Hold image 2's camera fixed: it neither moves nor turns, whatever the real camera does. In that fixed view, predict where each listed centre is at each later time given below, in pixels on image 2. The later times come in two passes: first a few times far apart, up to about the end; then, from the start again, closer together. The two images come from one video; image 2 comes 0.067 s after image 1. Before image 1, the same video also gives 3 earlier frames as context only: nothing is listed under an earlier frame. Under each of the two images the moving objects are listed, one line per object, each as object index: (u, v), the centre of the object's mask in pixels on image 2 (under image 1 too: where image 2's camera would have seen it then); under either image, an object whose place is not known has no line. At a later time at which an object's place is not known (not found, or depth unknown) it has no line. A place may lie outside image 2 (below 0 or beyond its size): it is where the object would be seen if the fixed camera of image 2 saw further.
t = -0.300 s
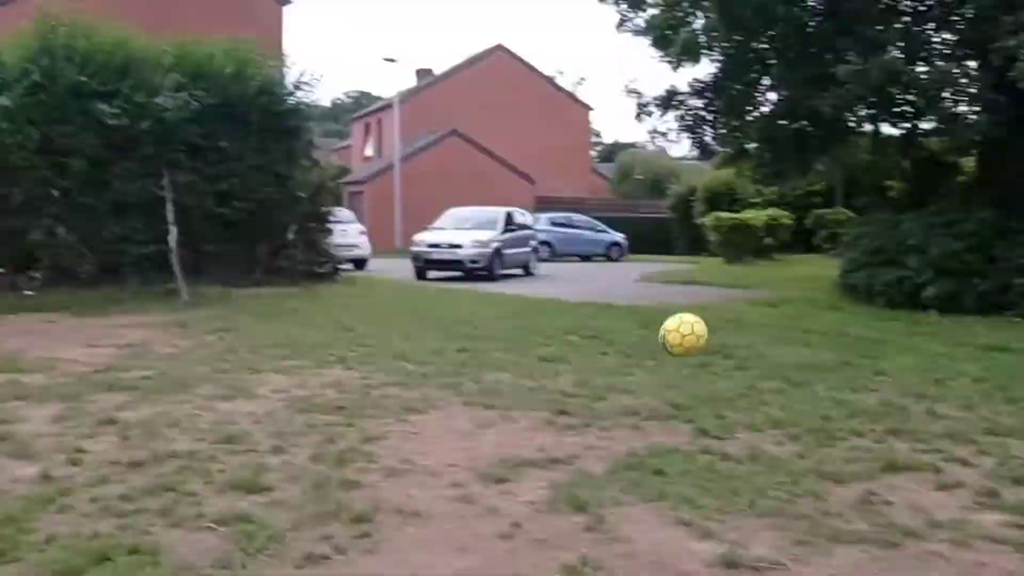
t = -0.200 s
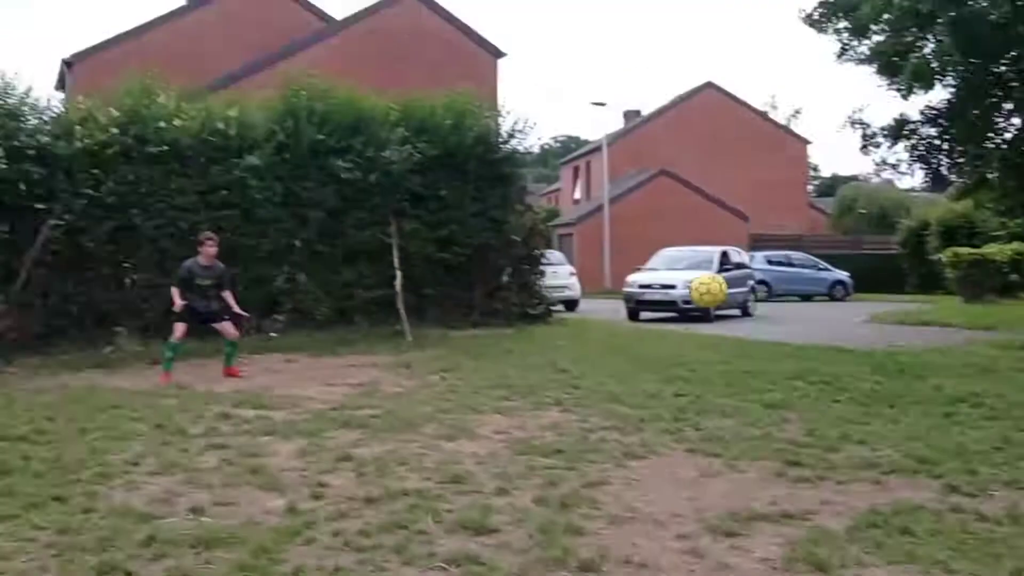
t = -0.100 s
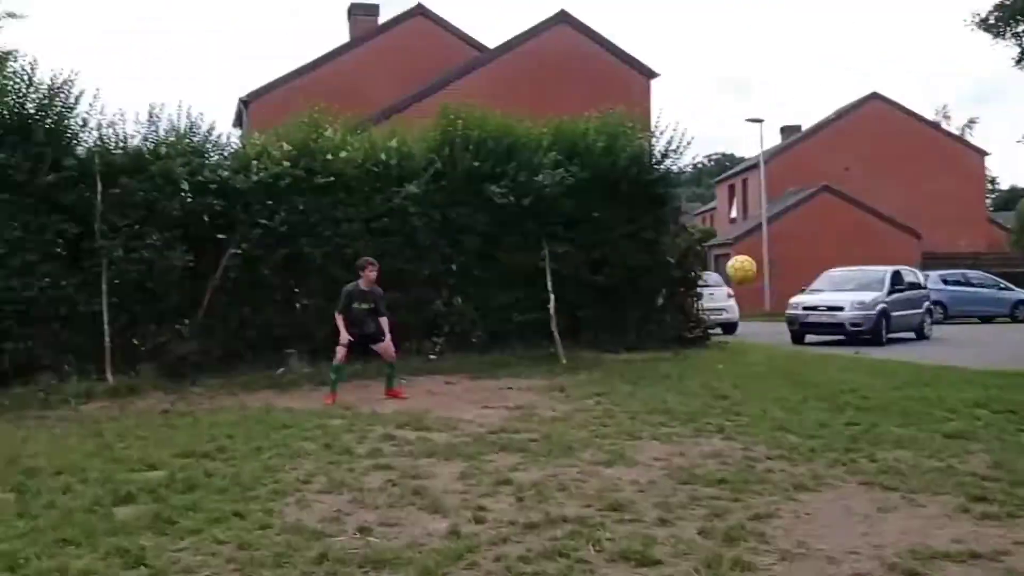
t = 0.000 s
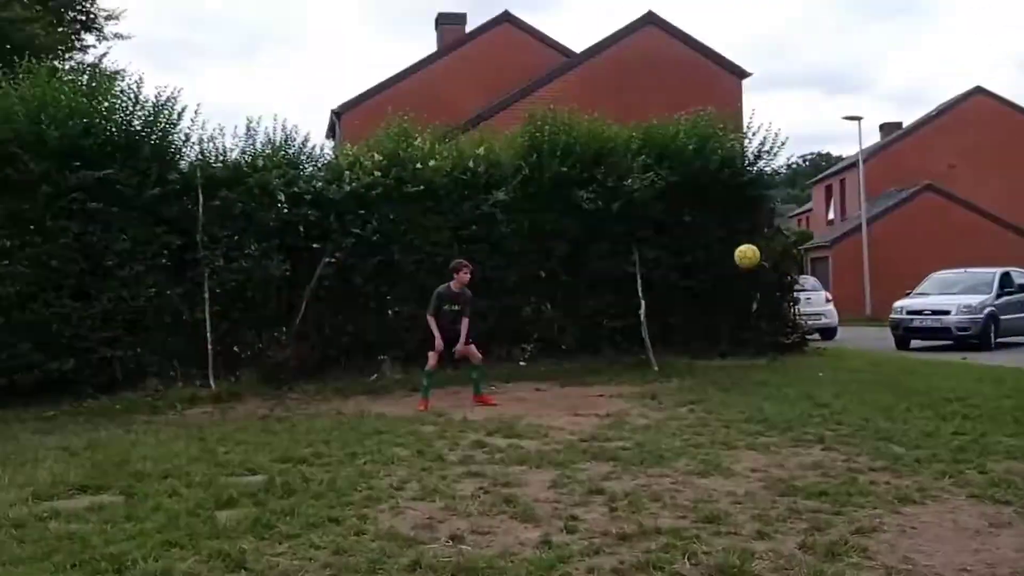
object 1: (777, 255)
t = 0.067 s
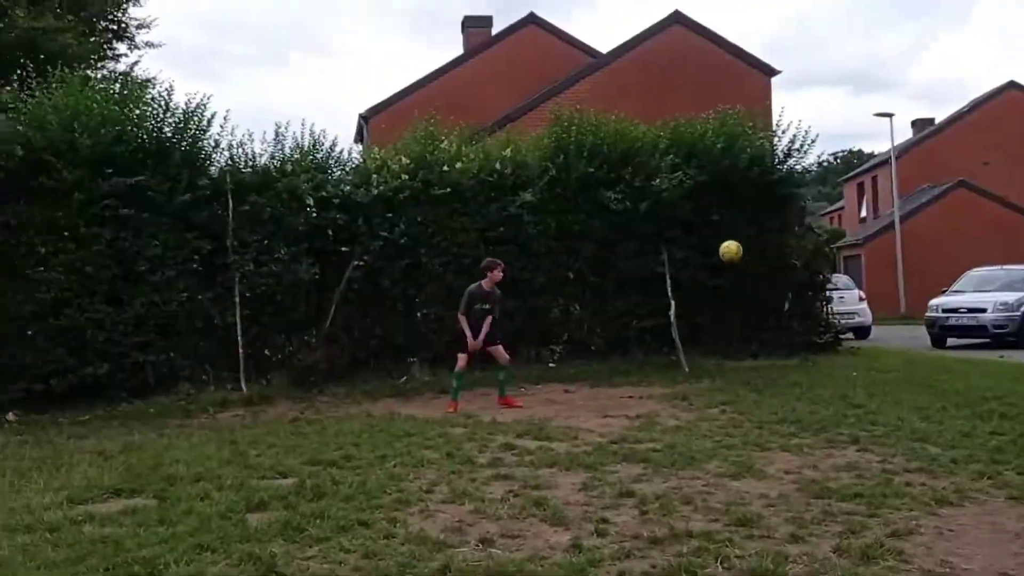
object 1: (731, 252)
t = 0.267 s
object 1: (635, 259)
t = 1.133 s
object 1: (701, 331)
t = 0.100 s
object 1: (711, 251)
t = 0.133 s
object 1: (693, 251)
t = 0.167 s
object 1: (677, 253)
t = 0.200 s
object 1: (662, 255)
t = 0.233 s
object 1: (648, 257)
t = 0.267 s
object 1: (635, 259)
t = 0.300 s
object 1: (626, 261)
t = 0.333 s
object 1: (625, 260)
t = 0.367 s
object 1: (627, 260)
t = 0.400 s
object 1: (629, 260)
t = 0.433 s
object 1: (633, 260)
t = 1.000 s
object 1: (696, 358)
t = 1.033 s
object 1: (697, 351)
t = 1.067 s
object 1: (698, 343)
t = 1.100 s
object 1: (699, 336)
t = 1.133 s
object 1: (701, 331)
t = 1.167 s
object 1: (703, 327)
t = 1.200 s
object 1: (704, 323)
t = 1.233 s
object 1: (705, 320)
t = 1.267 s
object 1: (707, 317)
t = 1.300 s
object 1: (709, 316)
